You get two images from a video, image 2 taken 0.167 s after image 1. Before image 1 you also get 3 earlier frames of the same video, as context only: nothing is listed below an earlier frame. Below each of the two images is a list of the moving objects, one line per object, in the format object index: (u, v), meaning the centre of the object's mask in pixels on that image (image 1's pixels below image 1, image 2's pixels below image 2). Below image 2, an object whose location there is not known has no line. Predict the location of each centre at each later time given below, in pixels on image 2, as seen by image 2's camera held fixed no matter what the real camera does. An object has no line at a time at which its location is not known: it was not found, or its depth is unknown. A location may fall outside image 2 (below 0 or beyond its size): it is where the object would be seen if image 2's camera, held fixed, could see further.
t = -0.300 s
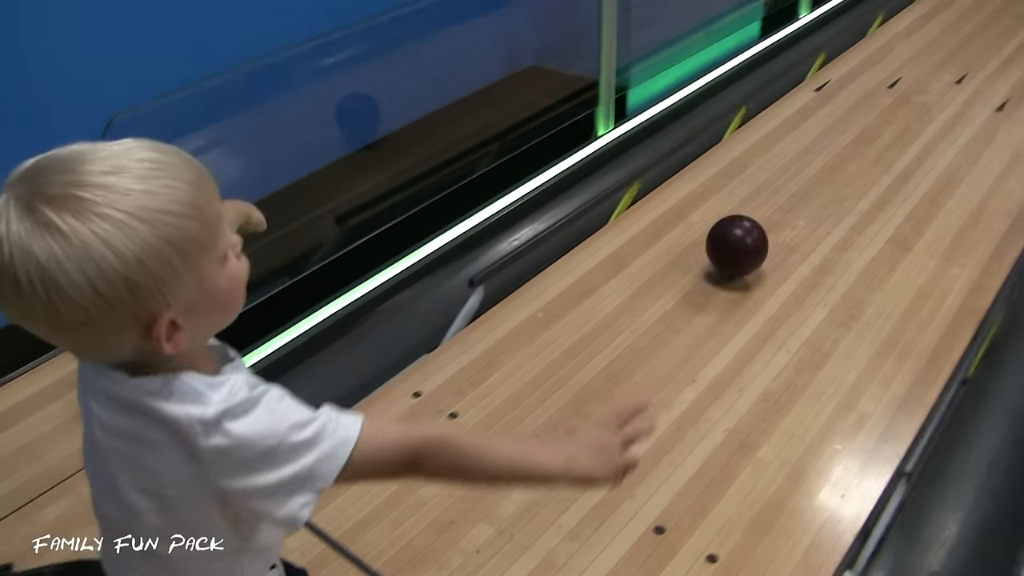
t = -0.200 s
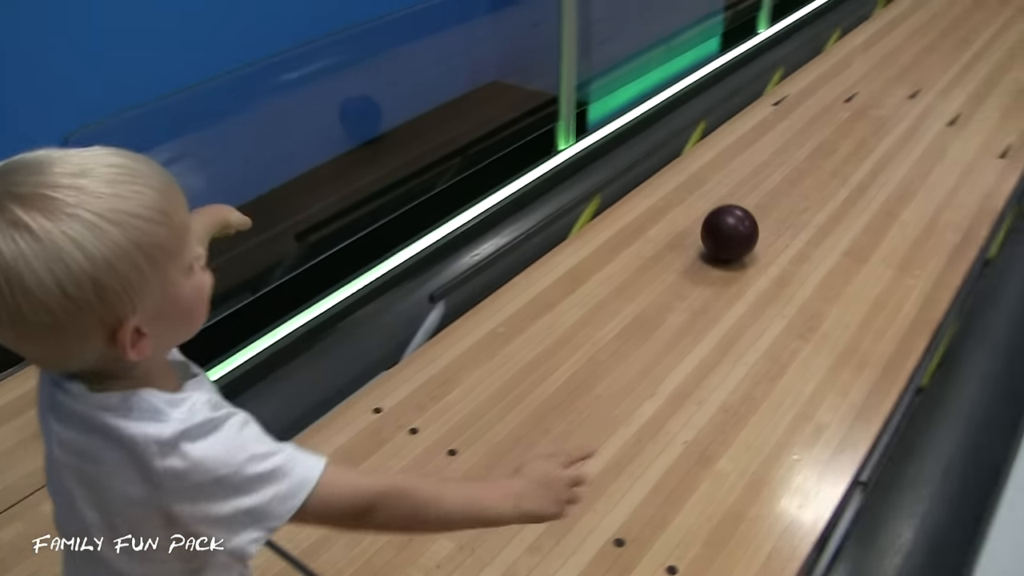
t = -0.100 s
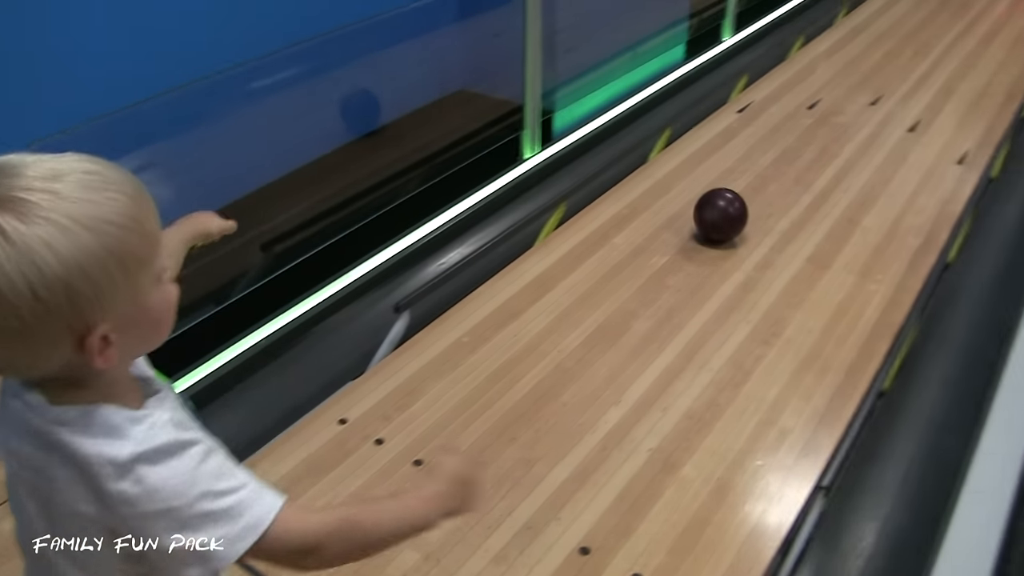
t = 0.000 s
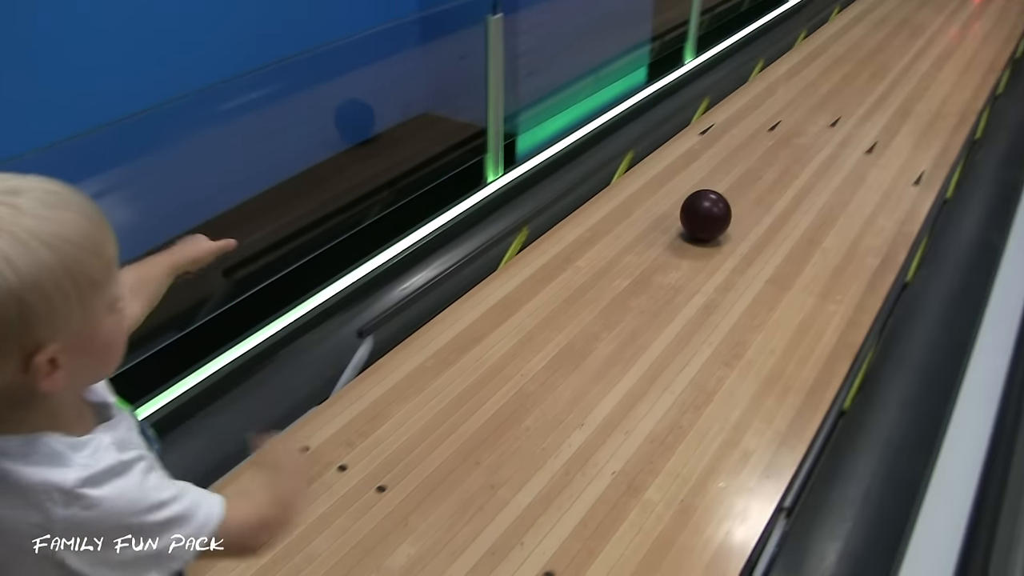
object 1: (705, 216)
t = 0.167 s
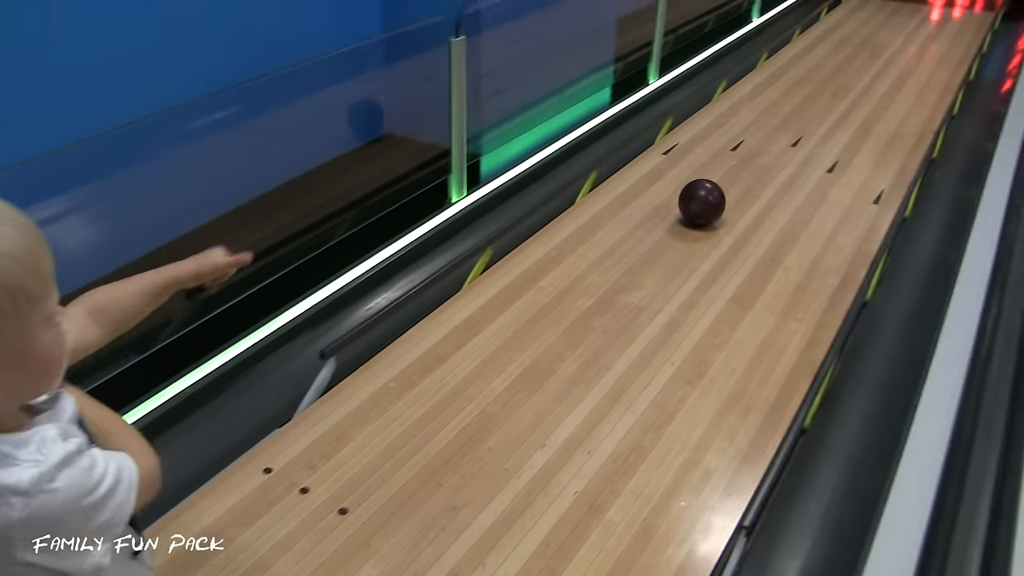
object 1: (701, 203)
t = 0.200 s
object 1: (707, 198)
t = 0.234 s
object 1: (712, 193)
